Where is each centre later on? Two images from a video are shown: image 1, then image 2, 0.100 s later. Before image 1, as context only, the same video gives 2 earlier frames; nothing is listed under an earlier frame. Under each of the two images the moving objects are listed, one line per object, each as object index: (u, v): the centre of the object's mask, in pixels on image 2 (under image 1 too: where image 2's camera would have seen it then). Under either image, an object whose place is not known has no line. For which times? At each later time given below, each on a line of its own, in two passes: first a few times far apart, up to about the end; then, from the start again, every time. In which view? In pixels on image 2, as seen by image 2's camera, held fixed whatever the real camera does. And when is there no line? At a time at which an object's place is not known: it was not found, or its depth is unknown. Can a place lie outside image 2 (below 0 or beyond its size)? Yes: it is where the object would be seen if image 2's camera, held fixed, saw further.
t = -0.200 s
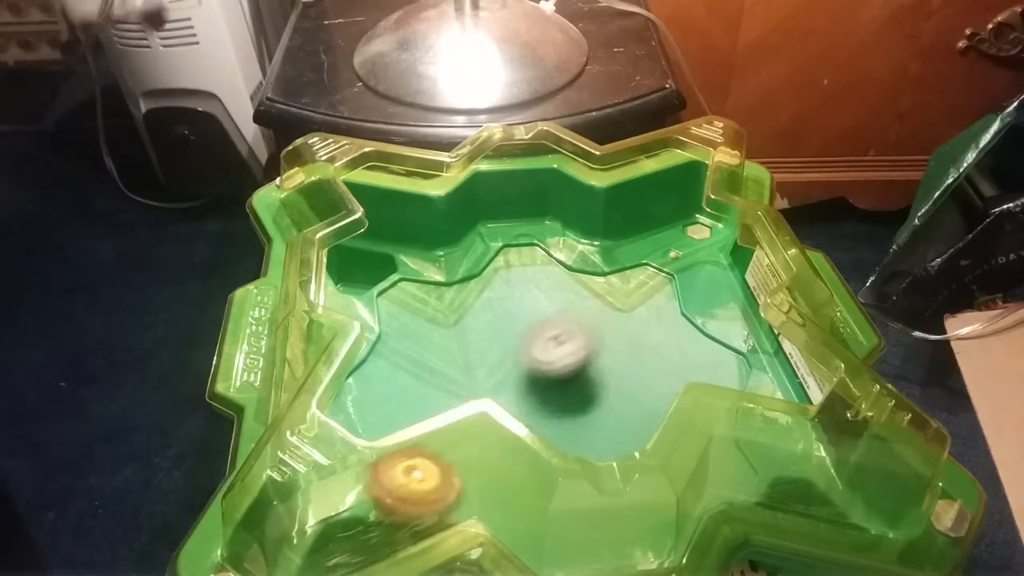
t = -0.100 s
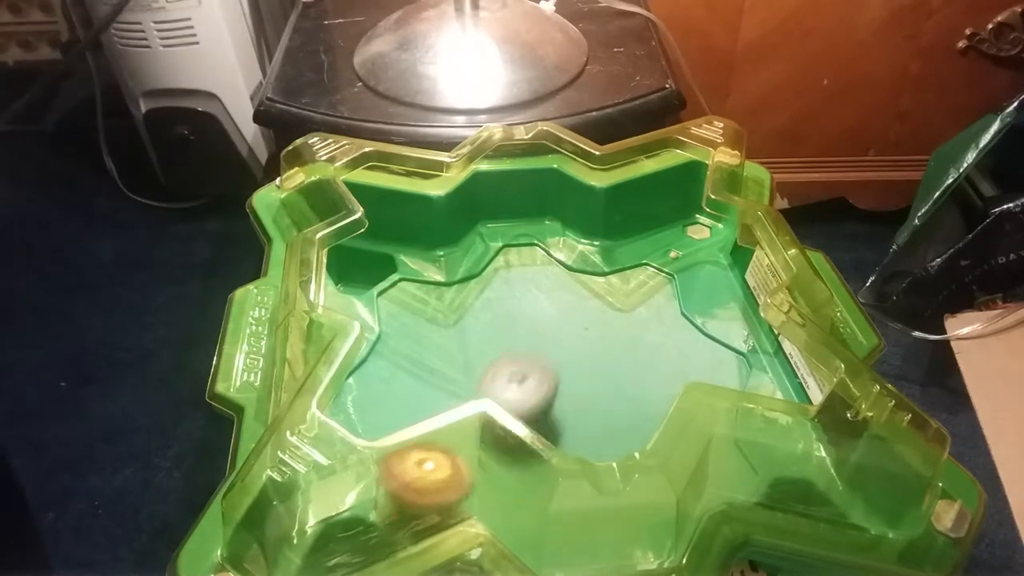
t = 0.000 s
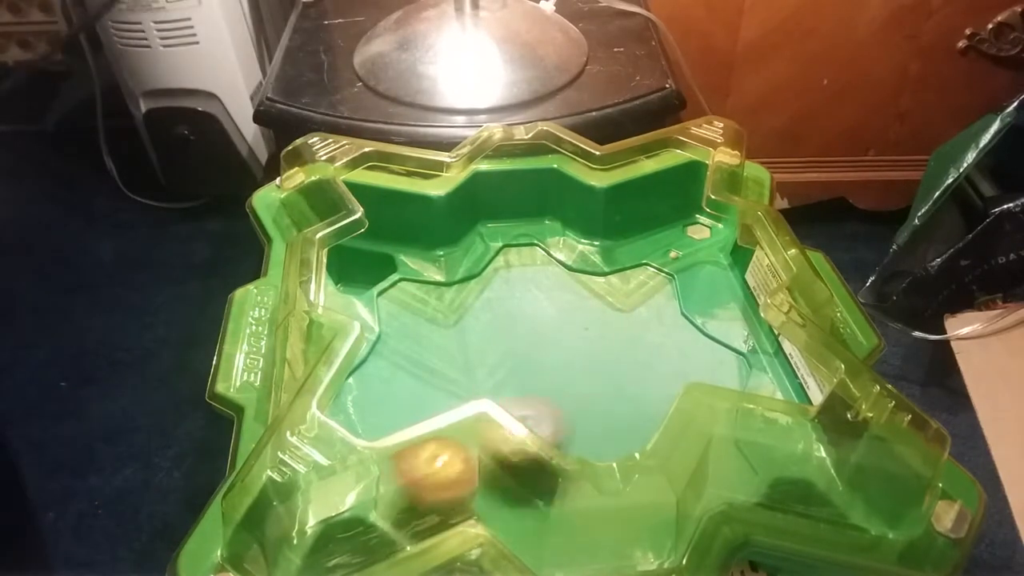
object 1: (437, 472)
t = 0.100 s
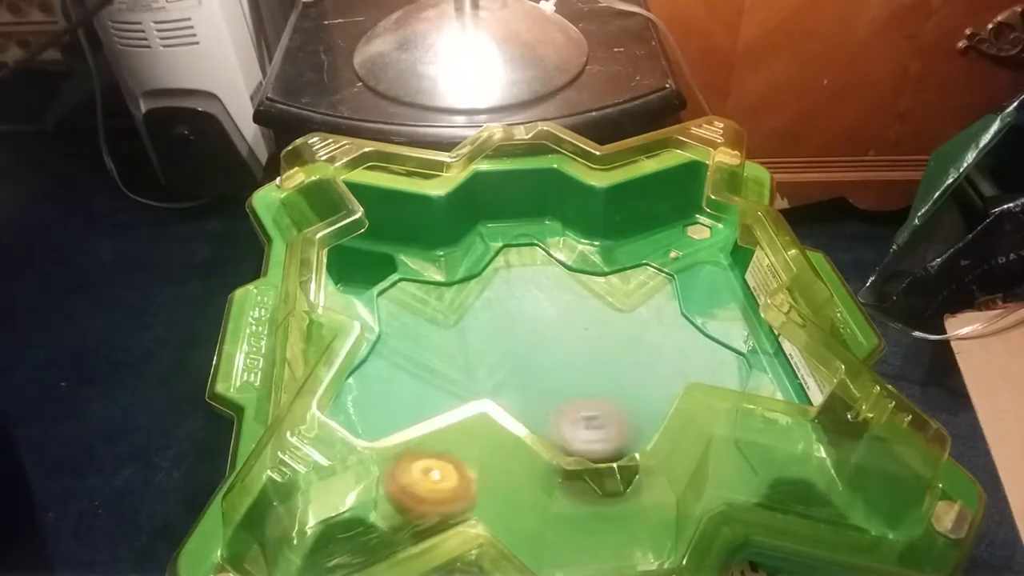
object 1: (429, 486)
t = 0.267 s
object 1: (468, 472)
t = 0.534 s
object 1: (621, 456)
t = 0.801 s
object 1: (726, 452)
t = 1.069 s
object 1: (688, 401)
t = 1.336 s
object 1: (715, 276)
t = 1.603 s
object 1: (693, 215)
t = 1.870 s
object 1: (624, 317)
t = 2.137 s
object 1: (588, 459)
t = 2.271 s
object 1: (638, 515)
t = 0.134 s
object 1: (433, 486)
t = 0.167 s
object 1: (439, 483)
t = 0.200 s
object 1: (447, 482)
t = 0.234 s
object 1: (456, 477)
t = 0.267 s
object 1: (468, 472)
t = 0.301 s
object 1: (484, 468)
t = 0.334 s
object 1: (501, 466)
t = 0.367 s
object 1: (518, 464)
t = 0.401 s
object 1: (544, 461)
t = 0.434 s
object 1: (564, 457)
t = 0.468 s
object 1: (585, 452)
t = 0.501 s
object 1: (608, 459)
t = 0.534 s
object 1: (621, 456)
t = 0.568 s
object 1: (648, 458)
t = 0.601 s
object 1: (667, 455)
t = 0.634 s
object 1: (686, 456)
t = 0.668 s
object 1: (702, 456)
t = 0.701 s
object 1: (716, 456)
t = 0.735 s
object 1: (730, 457)
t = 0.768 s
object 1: (739, 457)
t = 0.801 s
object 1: (726, 452)
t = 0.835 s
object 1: (711, 449)
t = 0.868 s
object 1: (701, 443)
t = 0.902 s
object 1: (696, 440)
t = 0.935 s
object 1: (690, 434)
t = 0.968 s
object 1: (687, 426)
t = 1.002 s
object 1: (686, 420)
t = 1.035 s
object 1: (686, 411)
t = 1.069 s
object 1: (688, 401)
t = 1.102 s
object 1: (693, 385)
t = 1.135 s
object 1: (708, 349)
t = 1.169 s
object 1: (719, 322)
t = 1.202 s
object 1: (719, 313)
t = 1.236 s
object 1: (719, 309)
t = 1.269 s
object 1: (718, 300)
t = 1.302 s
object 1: (717, 290)
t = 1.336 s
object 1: (715, 276)
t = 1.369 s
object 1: (713, 262)
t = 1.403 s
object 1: (706, 248)
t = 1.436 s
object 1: (697, 234)
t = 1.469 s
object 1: (687, 217)
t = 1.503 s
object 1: (694, 211)
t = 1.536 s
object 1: (687, 214)
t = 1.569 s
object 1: (686, 210)
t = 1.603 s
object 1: (693, 215)
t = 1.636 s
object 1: (681, 216)
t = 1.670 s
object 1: (673, 219)
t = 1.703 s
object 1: (668, 226)
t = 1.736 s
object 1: (658, 235)
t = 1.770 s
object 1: (645, 248)
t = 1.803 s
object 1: (632, 269)
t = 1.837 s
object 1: (627, 294)
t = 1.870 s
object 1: (624, 317)
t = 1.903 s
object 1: (620, 336)
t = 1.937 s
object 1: (615, 356)
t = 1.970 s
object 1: (610, 374)
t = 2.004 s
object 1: (604, 394)
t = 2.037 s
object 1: (597, 413)
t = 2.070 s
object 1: (592, 430)
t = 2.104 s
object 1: (588, 438)
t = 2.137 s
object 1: (588, 459)
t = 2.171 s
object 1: (606, 484)
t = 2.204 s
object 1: (621, 500)
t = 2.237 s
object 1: (634, 513)
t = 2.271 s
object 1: (638, 515)
